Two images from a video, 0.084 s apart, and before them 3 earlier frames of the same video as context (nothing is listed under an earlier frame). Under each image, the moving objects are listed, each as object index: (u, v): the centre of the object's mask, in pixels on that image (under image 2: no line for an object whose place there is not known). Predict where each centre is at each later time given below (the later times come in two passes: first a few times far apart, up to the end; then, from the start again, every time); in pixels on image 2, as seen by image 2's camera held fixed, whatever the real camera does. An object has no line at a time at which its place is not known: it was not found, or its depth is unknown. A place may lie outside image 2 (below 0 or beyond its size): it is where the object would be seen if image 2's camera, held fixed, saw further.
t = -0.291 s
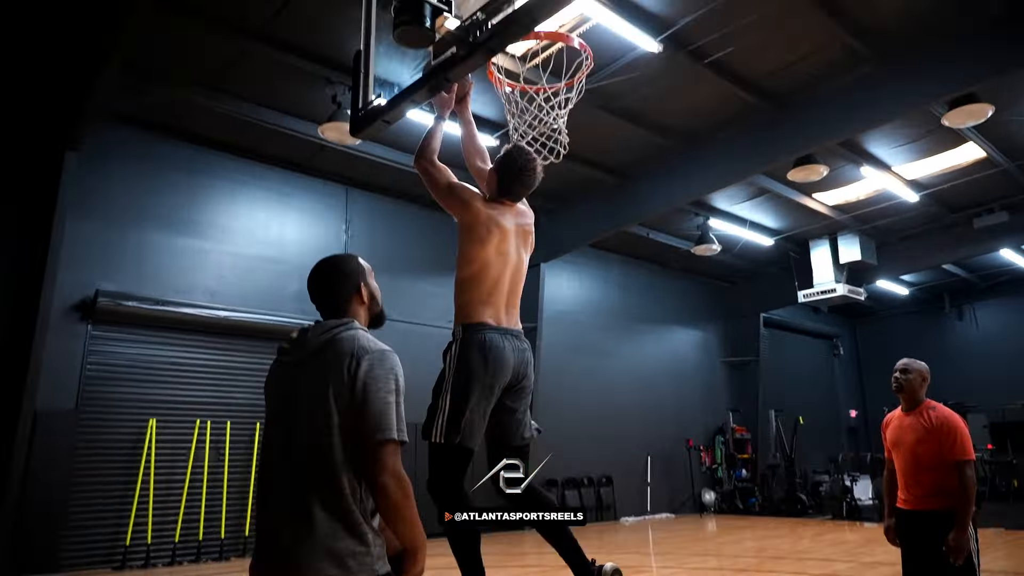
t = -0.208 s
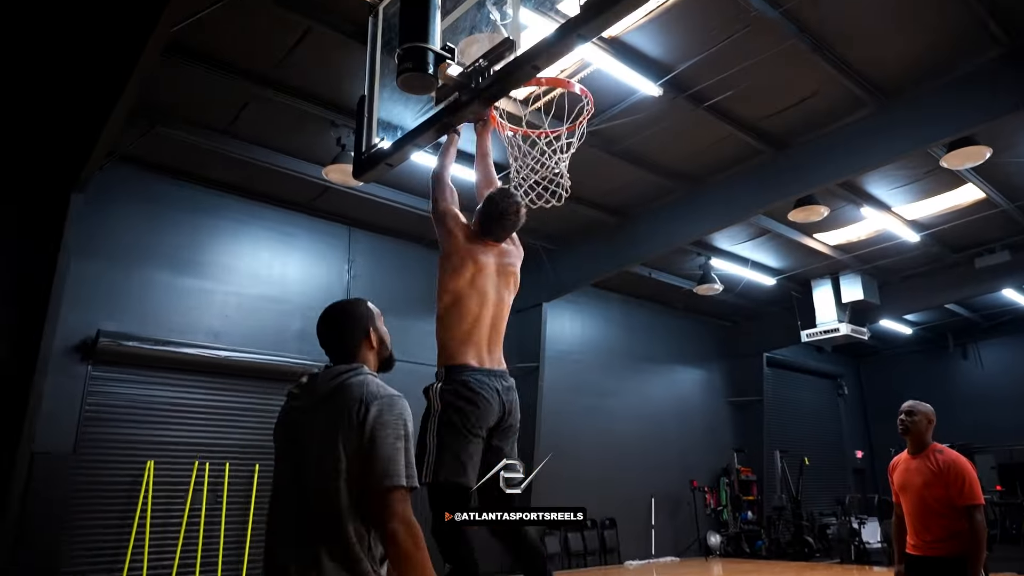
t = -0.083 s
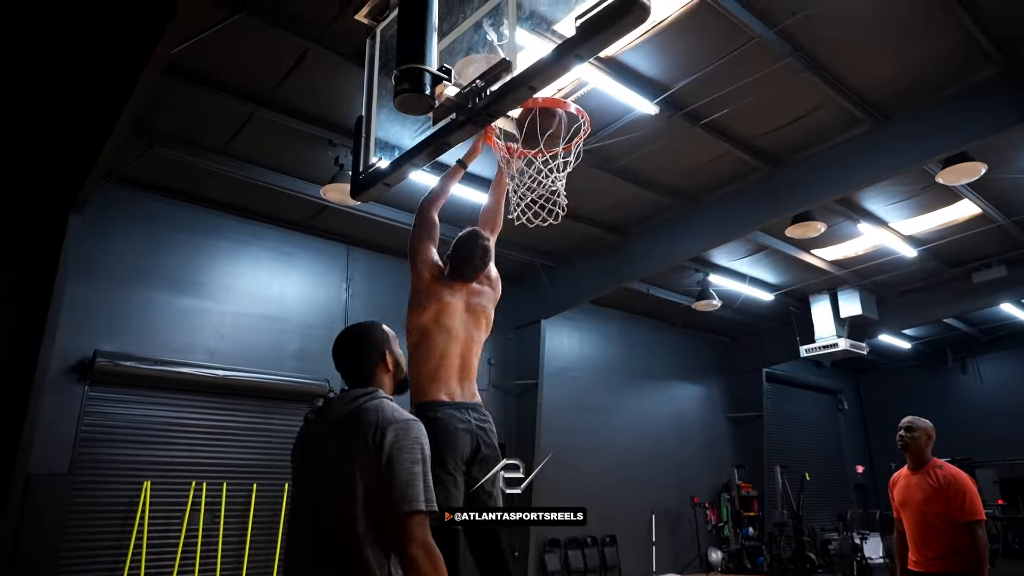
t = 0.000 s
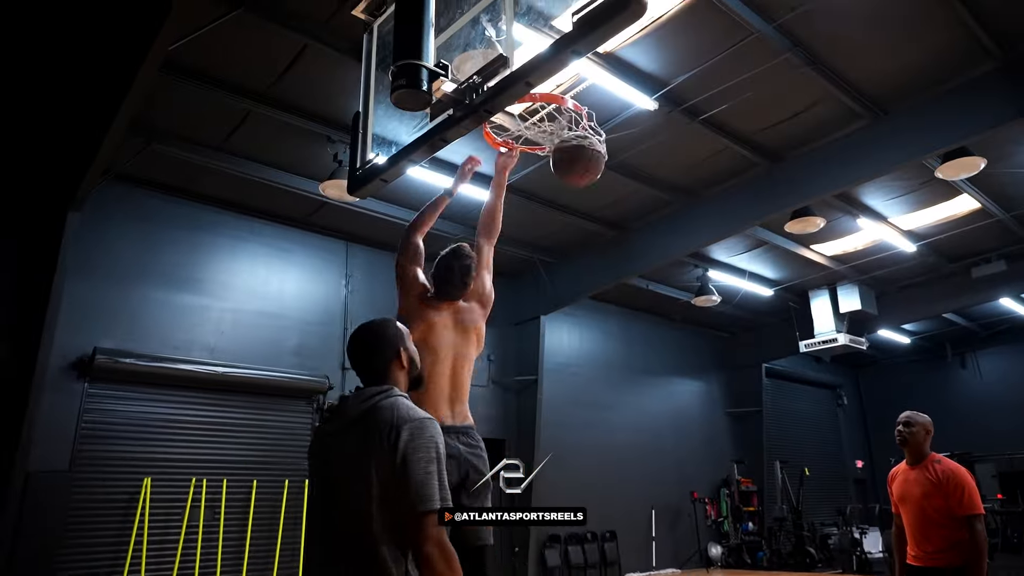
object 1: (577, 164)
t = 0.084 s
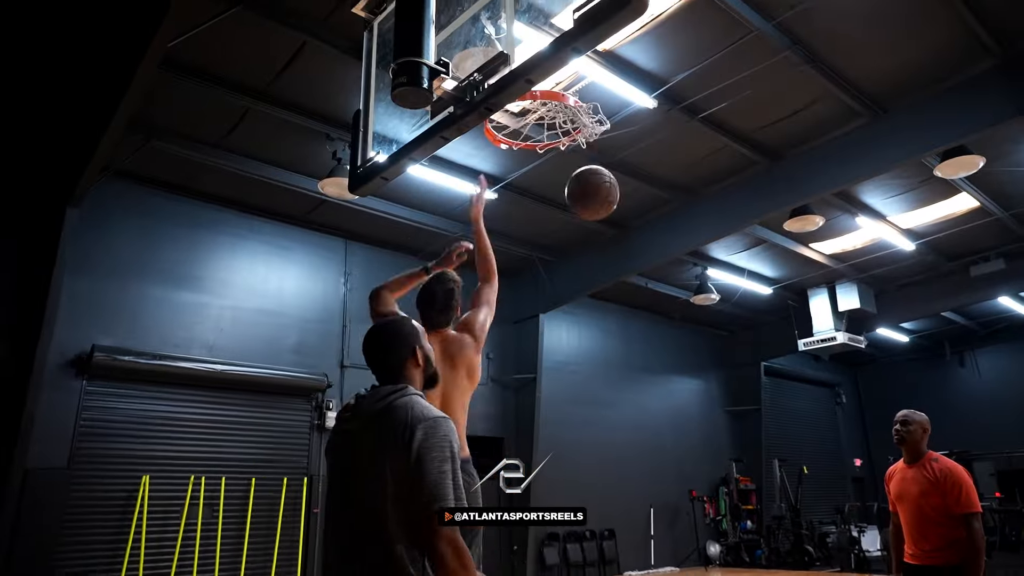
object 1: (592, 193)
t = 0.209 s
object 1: (618, 271)
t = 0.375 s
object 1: (659, 433)
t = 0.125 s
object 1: (600, 216)
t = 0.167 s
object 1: (609, 241)
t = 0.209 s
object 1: (618, 271)
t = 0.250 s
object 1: (627, 304)
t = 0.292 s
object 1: (637, 342)
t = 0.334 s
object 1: (647, 384)
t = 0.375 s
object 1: (659, 433)
